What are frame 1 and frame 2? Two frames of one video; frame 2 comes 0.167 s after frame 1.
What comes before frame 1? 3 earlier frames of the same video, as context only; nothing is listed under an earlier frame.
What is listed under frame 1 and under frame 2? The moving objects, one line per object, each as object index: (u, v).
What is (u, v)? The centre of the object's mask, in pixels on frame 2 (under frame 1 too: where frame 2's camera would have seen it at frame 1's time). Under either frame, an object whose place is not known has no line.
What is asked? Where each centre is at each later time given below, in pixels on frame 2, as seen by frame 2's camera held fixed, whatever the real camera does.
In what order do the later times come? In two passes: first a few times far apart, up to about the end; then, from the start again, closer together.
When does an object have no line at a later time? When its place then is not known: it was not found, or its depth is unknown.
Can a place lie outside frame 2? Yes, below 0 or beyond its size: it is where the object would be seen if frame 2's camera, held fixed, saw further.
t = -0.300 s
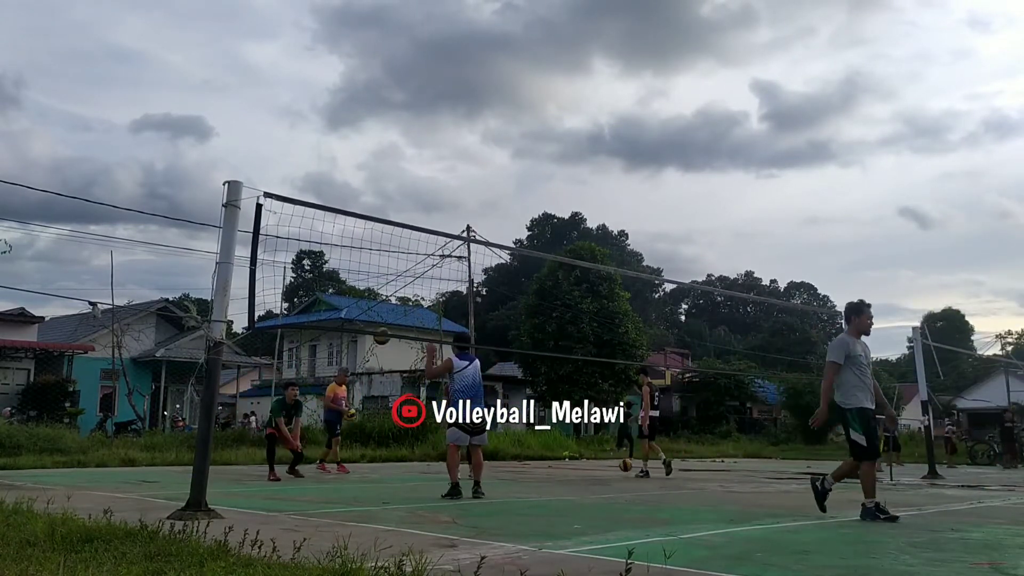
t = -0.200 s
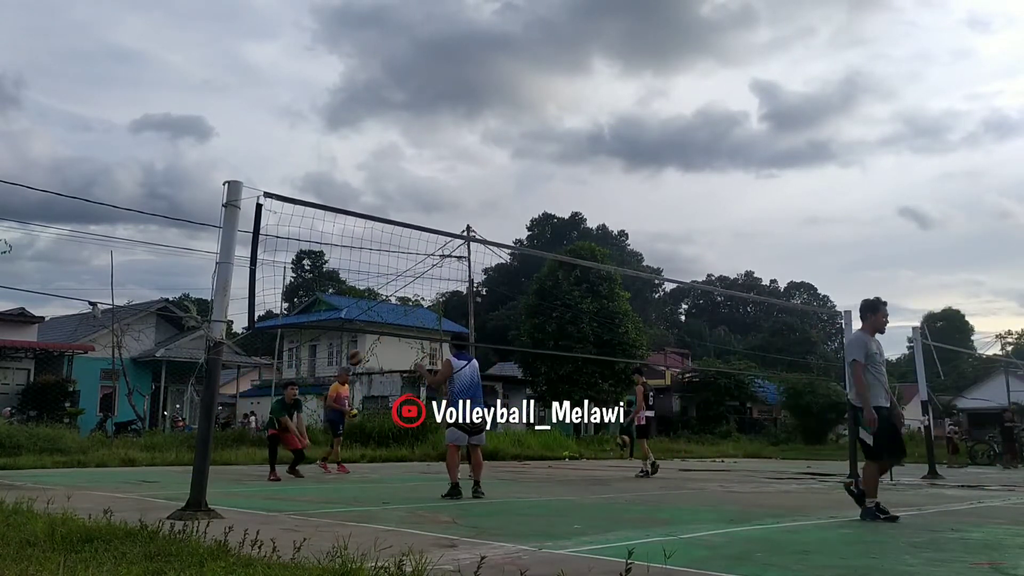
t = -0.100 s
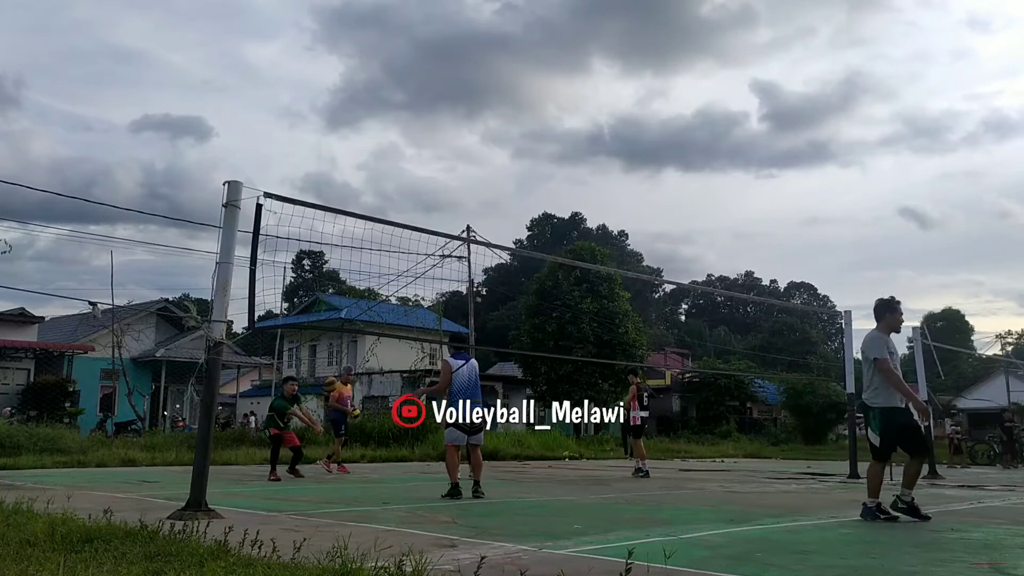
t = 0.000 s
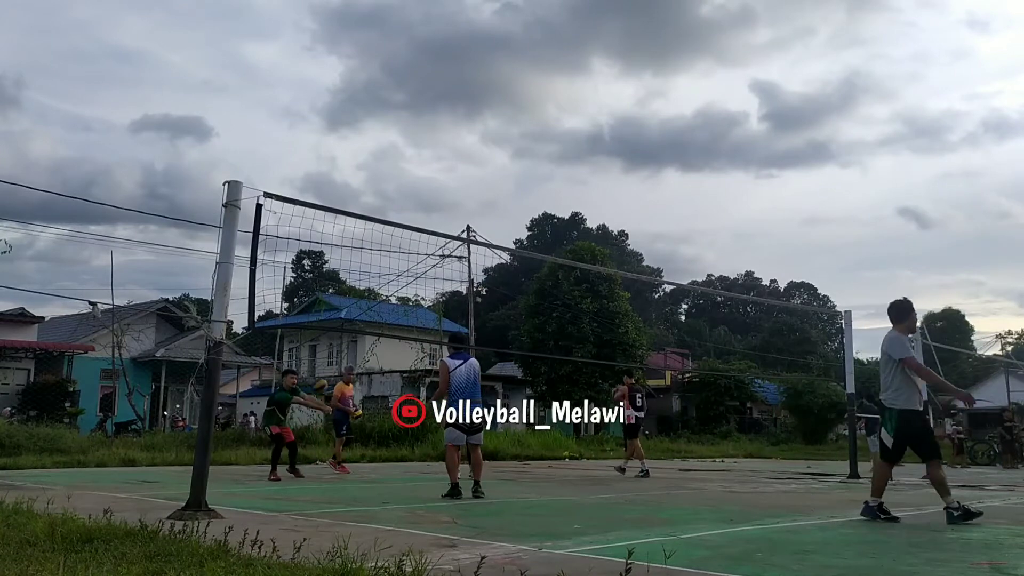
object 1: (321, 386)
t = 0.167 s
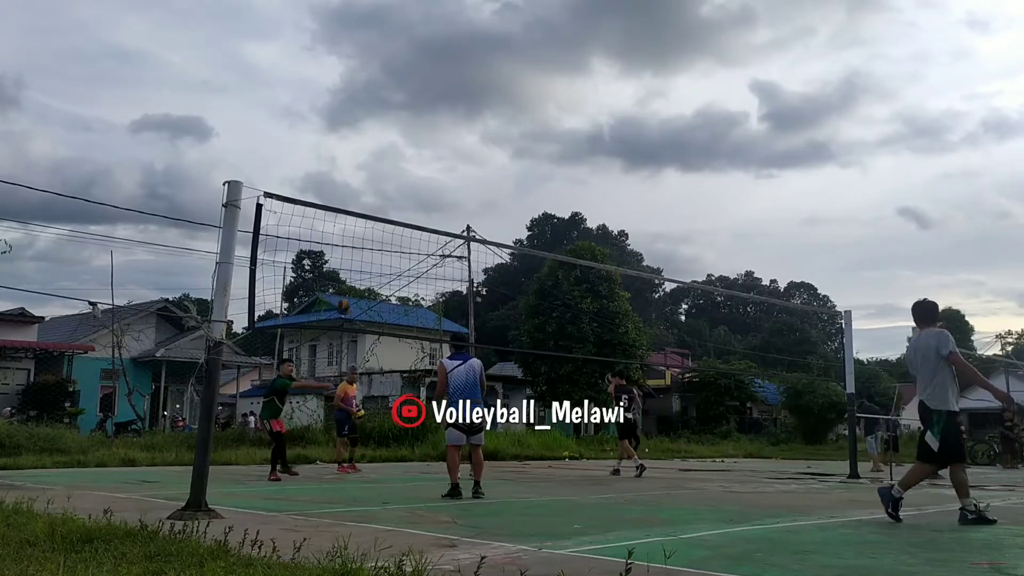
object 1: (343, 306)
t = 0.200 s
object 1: (348, 292)
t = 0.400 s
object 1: (374, 229)
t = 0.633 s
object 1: (404, 187)
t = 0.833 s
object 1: (430, 183)
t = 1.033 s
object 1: (456, 211)
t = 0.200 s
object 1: (348, 292)
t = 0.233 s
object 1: (352, 280)
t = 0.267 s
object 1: (356, 269)
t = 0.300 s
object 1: (361, 258)
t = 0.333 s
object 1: (366, 247)
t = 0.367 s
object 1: (370, 237)
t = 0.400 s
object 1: (374, 229)
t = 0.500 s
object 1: (387, 206)
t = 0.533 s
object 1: (392, 200)
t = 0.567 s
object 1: (396, 195)
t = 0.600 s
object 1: (400, 191)
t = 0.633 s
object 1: (404, 187)
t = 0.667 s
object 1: (409, 184)
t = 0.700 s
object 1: (413, 182)
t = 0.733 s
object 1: (417, 181)
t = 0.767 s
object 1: (422, 181)
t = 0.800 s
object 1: (426, 182)
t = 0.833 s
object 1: (430, 183)
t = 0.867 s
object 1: (434, 185)
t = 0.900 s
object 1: (439, 189)
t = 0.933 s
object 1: (443, 193)
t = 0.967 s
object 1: (447, 198)
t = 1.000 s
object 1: (452, 204)
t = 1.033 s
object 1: (456, 211)
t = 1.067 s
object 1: (460, 218)
